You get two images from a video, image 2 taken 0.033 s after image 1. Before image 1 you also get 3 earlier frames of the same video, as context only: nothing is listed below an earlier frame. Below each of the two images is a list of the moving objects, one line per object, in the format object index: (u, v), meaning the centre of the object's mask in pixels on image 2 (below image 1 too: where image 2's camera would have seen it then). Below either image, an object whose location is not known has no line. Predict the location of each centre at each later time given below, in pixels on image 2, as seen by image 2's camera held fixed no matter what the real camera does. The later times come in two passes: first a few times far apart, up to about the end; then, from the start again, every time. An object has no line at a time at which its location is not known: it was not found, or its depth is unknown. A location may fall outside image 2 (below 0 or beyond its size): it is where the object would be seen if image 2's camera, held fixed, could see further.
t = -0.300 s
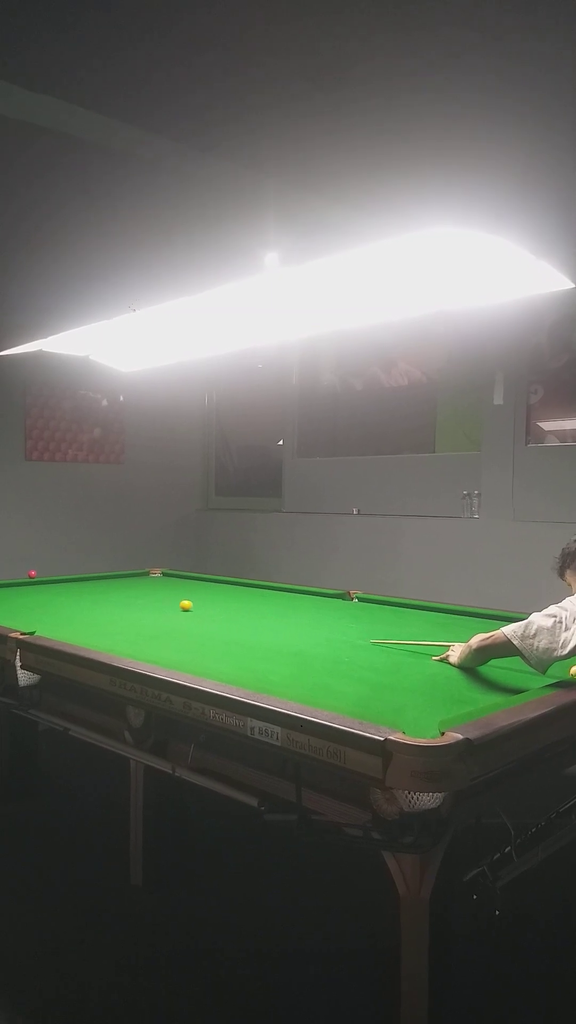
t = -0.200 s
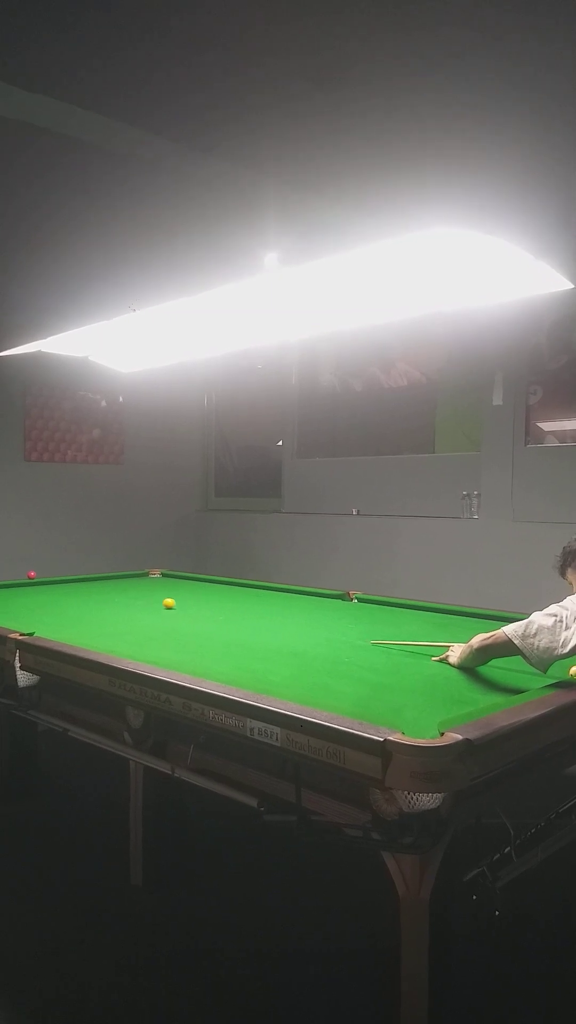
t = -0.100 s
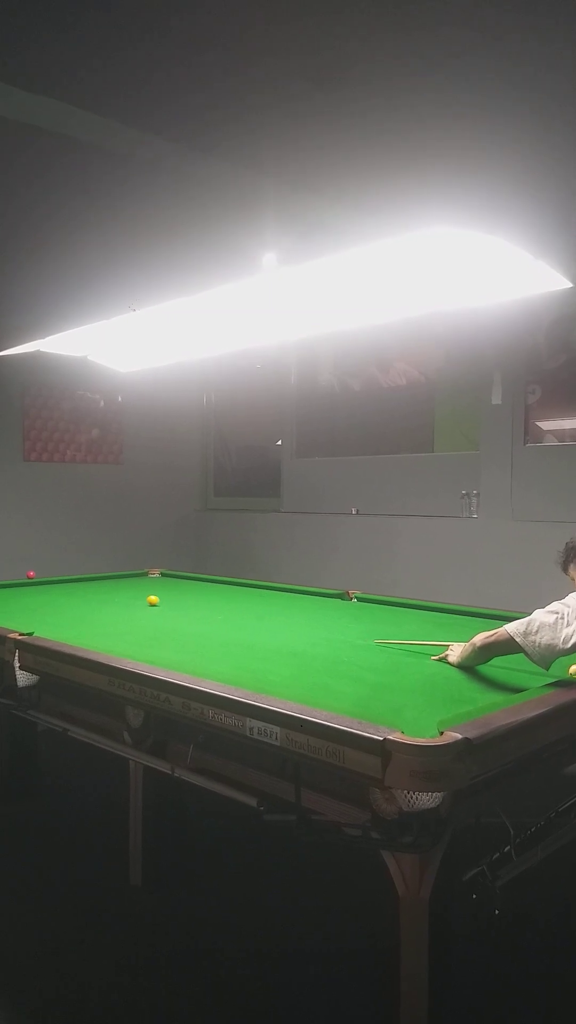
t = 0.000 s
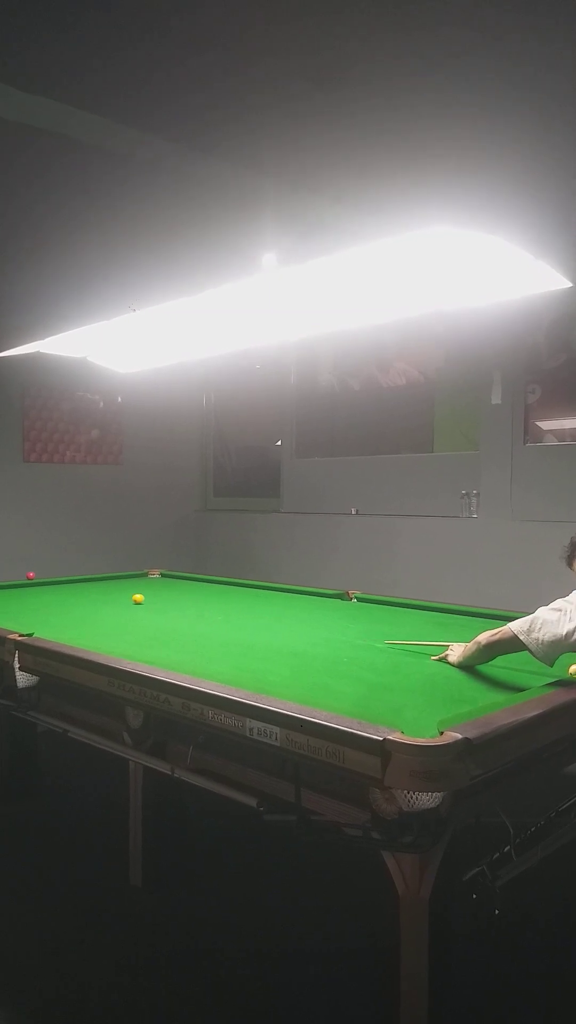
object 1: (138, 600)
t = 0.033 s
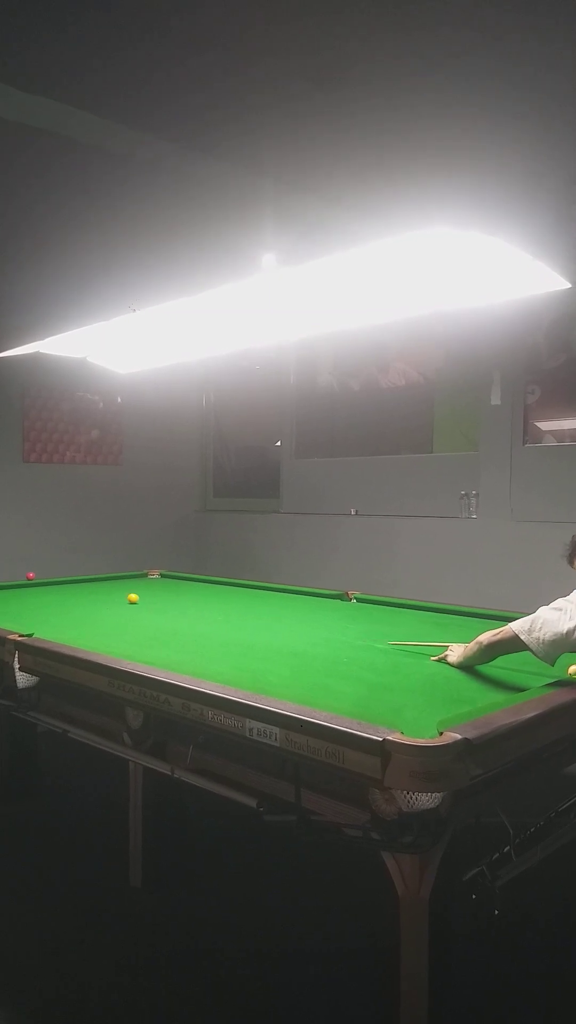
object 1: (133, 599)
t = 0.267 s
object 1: (101, 593)
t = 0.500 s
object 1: (74, 587)
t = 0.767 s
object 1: (45, 584)
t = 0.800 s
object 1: (42, 583)
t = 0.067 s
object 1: (128, 598)
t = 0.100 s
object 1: (123, 597)
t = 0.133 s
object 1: (119, 596)
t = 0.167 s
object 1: (114, 595)
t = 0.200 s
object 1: (110, 595)
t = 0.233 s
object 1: (106, 594)
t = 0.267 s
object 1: (101, 593)
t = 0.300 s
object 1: (97, 593)
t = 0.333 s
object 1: (93, 592)
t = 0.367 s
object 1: (89, 591)
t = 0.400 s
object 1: (85, 590)
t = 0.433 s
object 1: (81, 589)
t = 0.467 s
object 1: (78, 587)
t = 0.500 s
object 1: (74, 587)
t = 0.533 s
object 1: (70, 586)
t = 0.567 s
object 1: (66, 586)
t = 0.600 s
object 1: (62, 586)
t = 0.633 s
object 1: (59, 586)
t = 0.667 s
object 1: (55, 586)
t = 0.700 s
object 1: (52, 585)
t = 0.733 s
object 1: (49, 584)
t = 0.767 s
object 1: (45, 584)
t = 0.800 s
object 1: (42, 583)
